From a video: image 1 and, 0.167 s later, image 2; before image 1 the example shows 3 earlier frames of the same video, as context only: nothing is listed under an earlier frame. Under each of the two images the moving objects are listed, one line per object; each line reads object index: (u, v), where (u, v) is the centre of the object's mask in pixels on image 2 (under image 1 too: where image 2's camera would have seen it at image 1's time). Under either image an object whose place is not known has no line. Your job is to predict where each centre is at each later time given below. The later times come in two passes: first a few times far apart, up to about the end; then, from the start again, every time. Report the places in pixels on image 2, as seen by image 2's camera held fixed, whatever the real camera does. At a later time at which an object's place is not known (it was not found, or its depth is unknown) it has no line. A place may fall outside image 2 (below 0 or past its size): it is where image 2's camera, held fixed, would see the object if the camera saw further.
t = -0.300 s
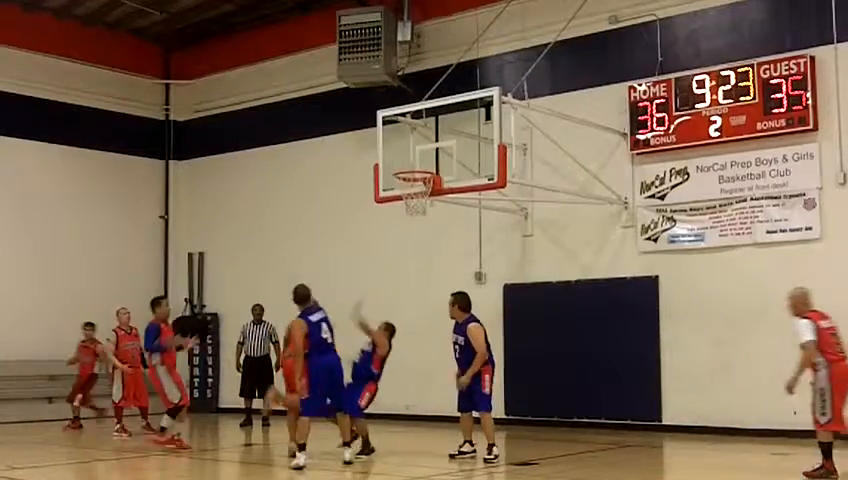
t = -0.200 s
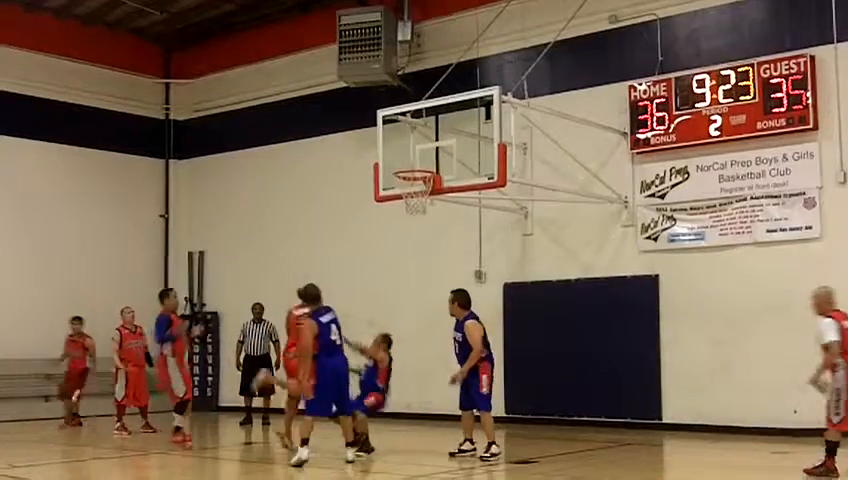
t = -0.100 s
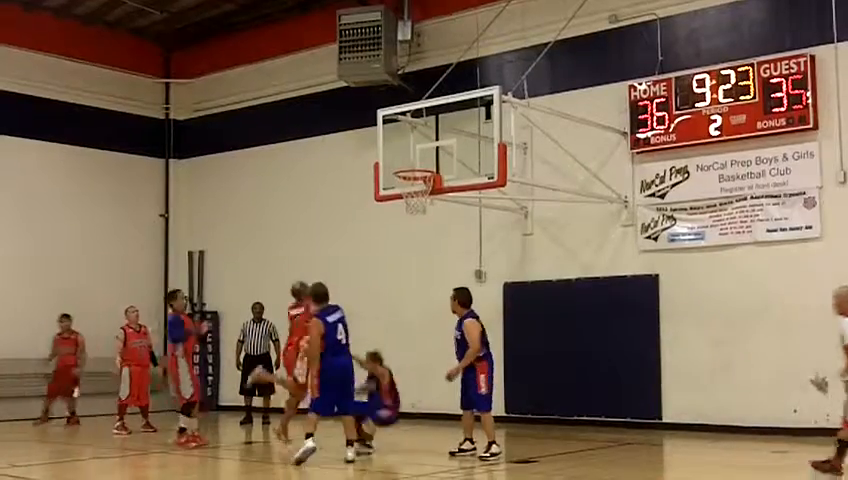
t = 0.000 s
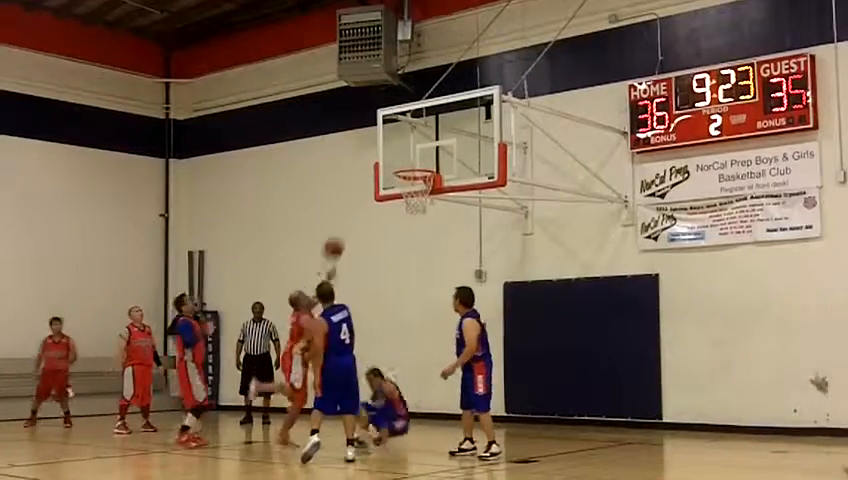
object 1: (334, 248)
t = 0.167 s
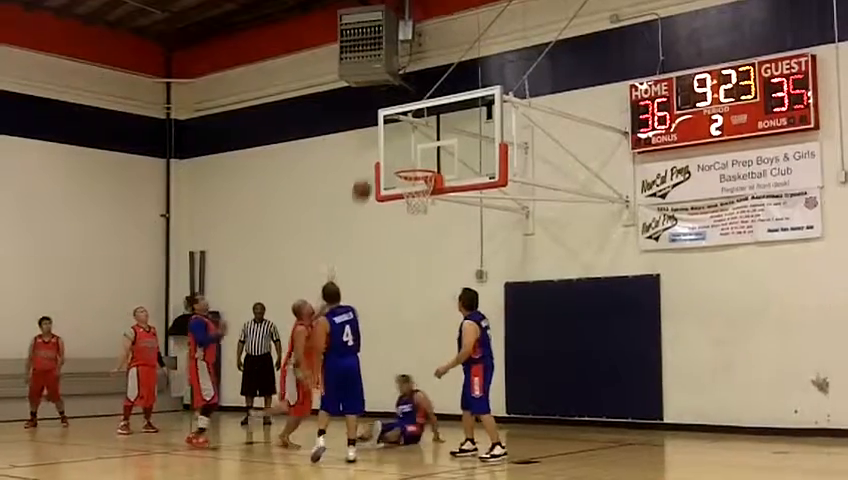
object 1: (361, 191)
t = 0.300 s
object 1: (383, 158)
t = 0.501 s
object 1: (401, 140)
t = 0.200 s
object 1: (366, 181)
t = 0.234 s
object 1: (372, 173)
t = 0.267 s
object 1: (378, 165)
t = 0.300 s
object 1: (383, 158)
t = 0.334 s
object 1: (389, 154)
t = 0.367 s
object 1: (393, 150)
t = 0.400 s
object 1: (399, 146)
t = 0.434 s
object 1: (402, 143)
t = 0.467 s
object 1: (401, 141)
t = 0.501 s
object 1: (401, 140)
